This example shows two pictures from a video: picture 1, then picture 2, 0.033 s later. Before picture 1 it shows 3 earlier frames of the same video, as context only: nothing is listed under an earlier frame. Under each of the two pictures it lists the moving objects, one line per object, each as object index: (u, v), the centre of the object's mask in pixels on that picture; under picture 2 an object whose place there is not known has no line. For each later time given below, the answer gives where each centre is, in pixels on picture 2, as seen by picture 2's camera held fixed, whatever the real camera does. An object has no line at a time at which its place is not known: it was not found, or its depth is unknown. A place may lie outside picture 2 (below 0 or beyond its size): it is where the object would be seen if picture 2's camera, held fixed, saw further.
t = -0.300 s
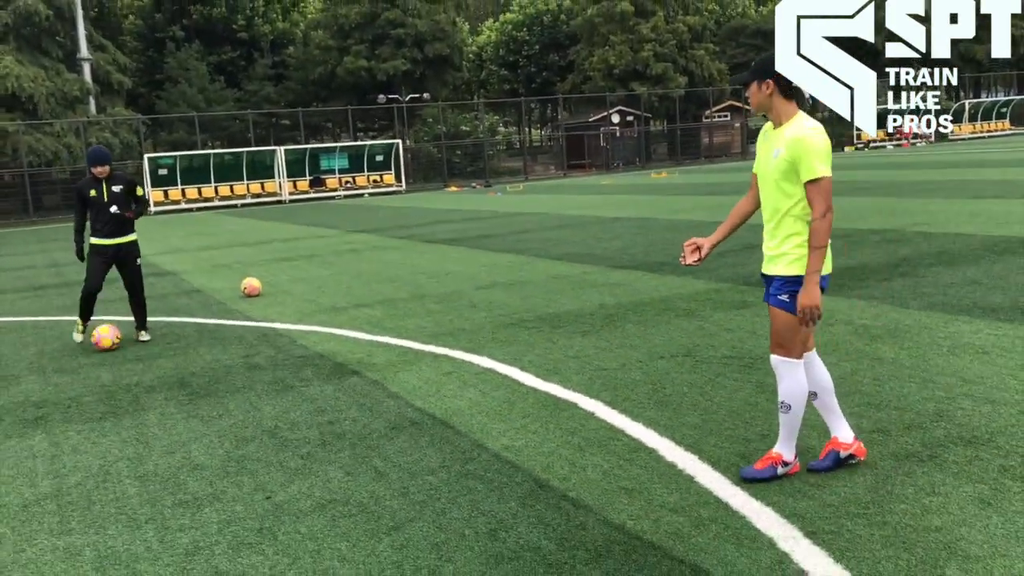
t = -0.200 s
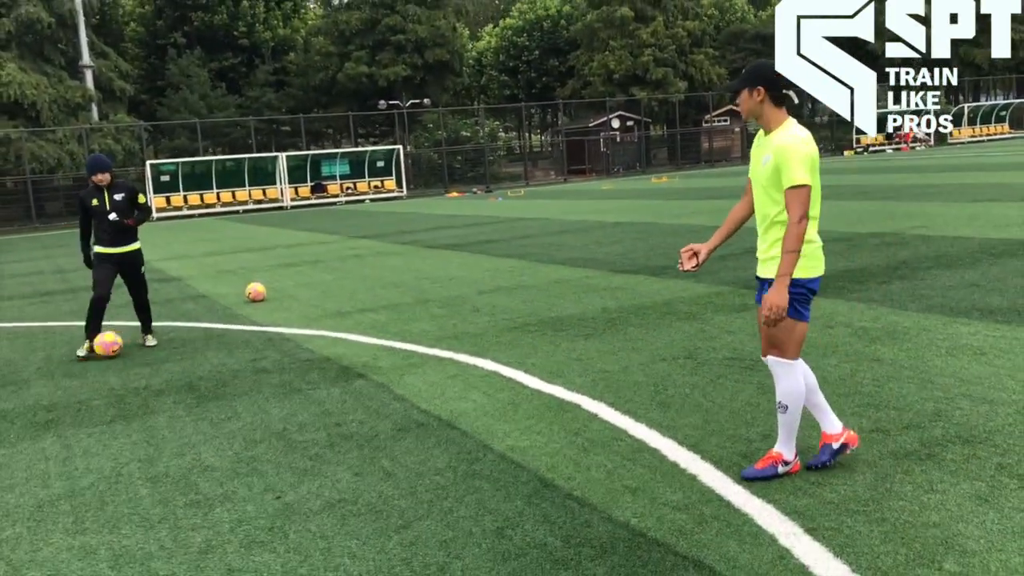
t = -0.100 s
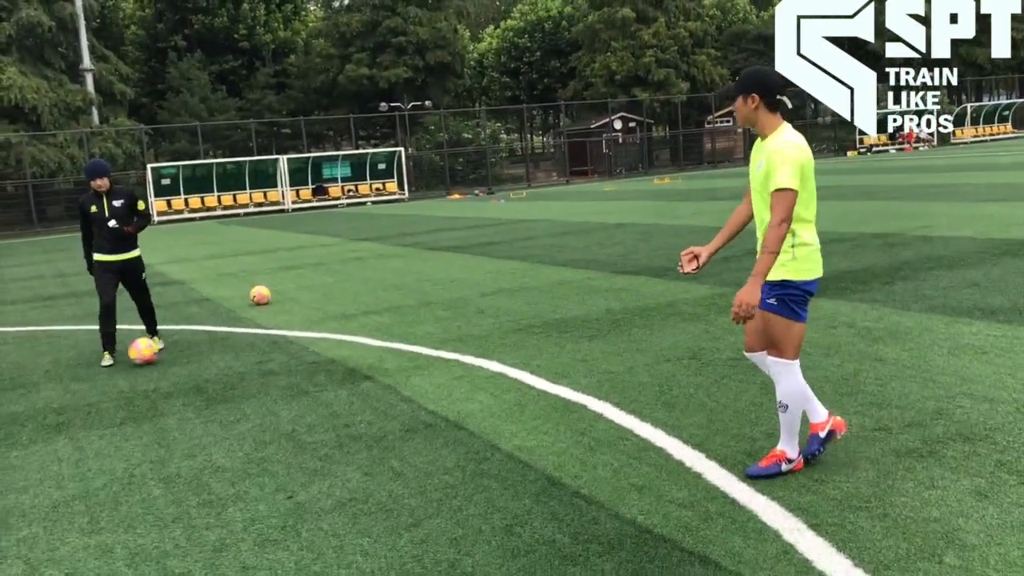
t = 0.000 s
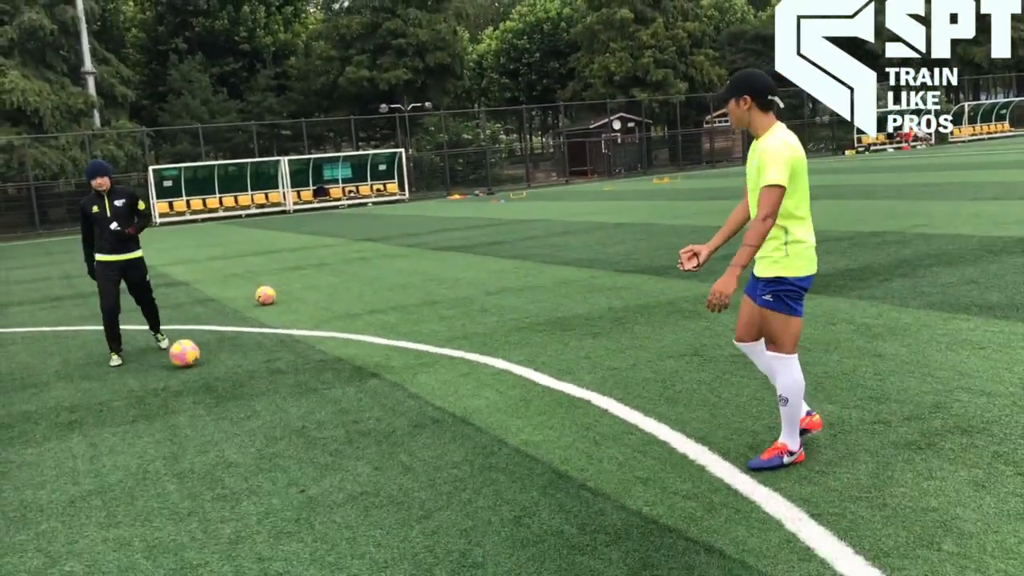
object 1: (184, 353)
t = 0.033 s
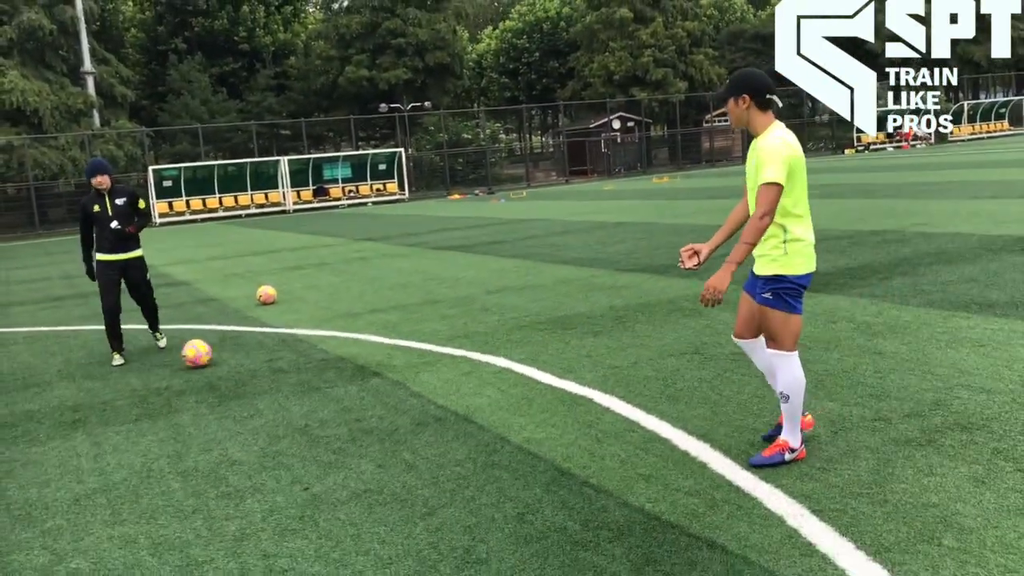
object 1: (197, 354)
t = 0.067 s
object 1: (206, 355)
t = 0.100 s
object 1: (215, 356)
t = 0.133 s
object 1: (225, 357)
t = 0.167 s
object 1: (233, 357)
